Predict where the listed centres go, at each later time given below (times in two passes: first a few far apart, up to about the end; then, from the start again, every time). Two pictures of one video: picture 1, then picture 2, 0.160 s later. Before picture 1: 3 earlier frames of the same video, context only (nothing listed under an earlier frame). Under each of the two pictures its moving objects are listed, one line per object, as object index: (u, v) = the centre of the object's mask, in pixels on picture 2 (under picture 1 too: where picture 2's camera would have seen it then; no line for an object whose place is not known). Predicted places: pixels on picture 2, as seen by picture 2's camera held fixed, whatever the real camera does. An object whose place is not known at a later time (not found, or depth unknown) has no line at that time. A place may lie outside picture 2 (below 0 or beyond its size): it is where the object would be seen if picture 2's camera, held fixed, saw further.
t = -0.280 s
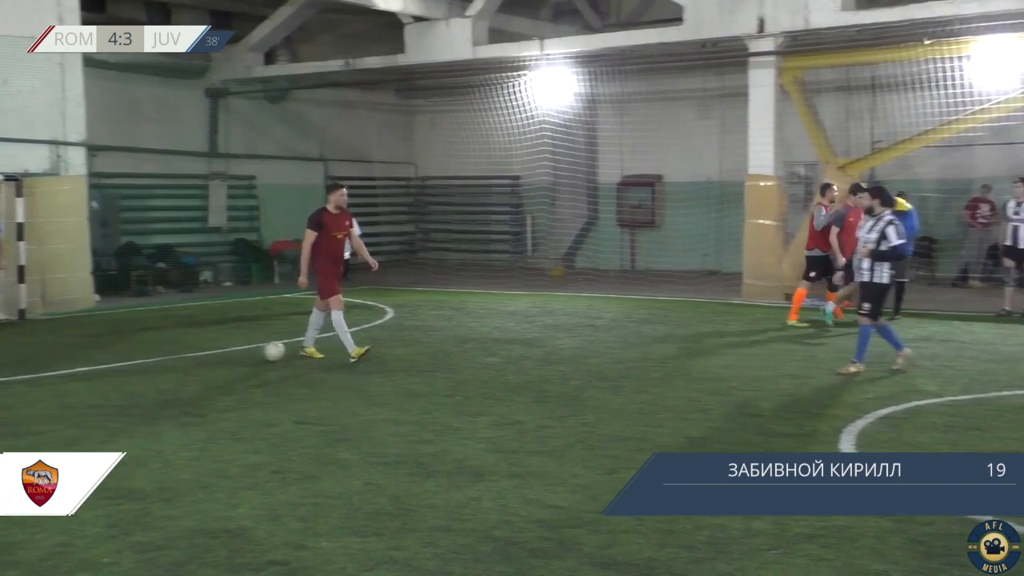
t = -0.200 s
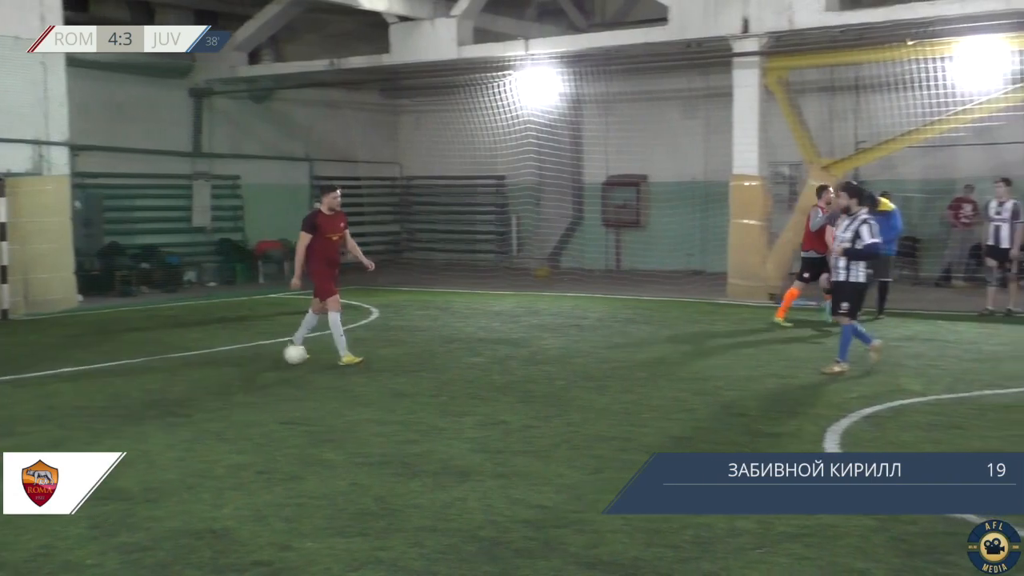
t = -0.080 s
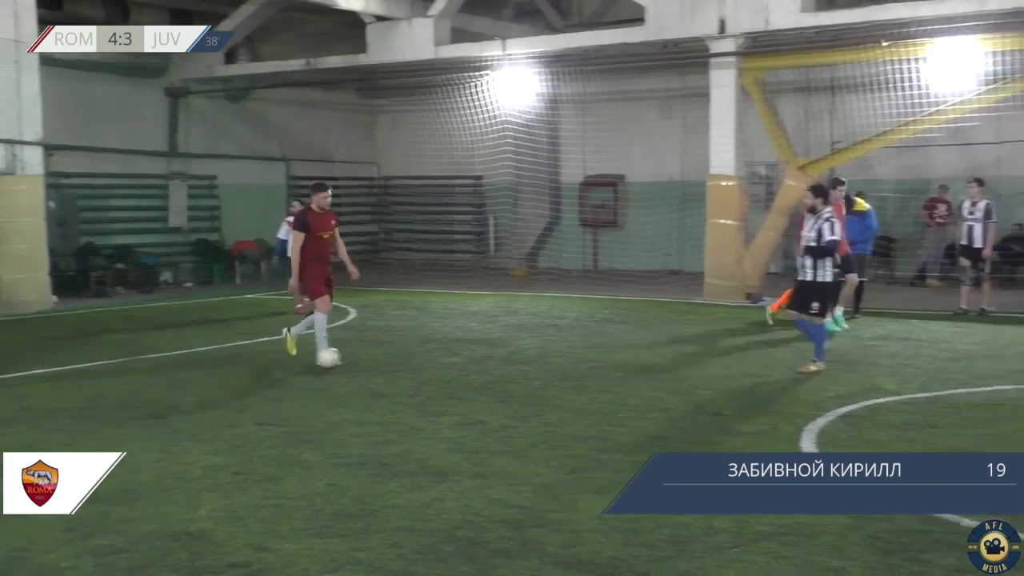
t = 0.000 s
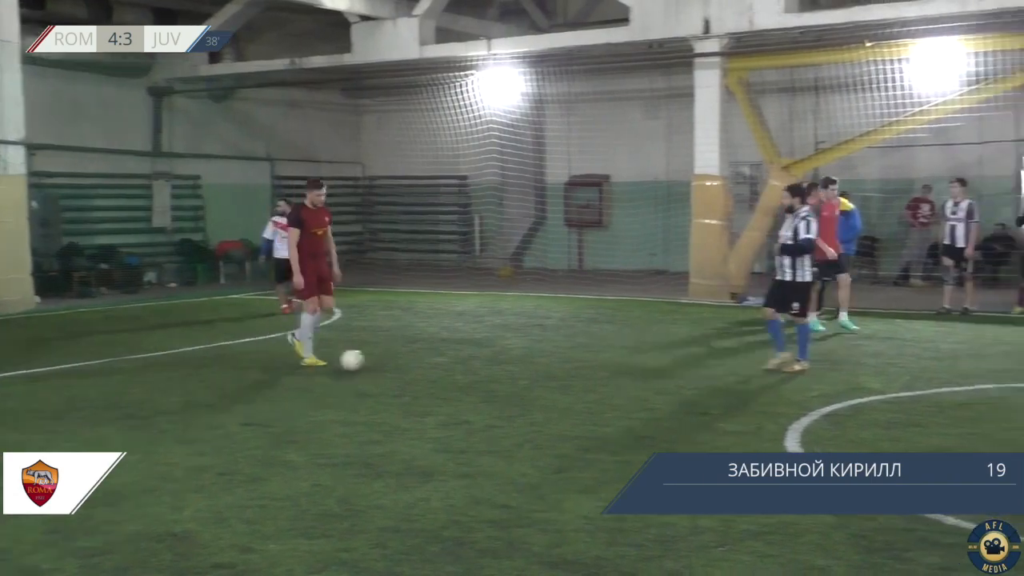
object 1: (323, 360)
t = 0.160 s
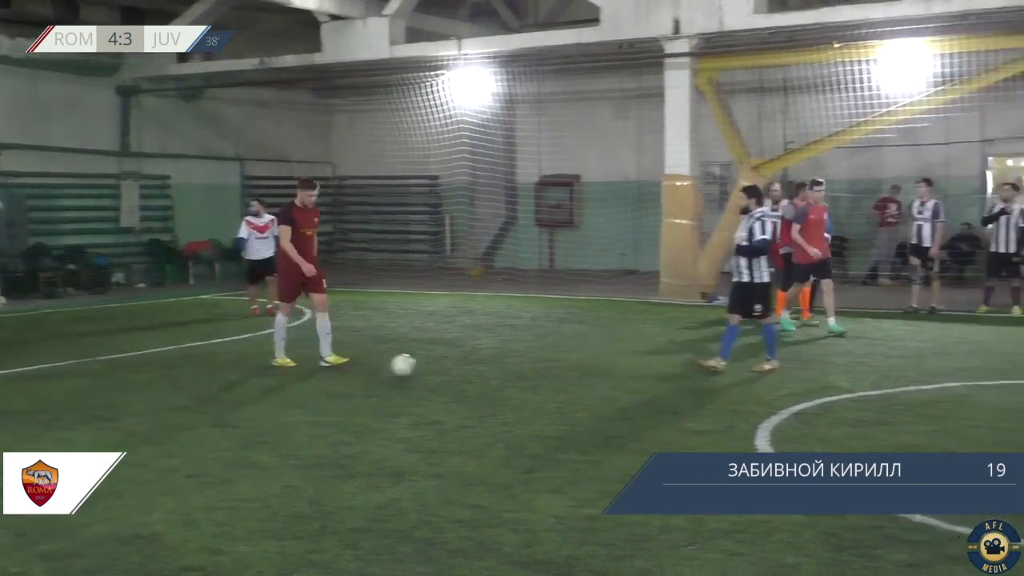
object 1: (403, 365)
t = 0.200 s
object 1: (422, 367)
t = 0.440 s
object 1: (551, 373)
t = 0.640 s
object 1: (665, 385)
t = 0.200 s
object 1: (422, 367)
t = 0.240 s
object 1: (443, 368)
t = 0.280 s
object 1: (464, 368)
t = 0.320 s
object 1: (485, 370)
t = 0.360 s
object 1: (507, 373)
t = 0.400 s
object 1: (528, 373)
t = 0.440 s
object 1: (551, 373)
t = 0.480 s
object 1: (573, 377)
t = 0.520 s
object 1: (595, 379)
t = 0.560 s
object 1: (617, 379)
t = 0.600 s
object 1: (641, 381)
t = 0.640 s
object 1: (665, 385)
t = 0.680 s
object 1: (688, 385)
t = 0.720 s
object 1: (712, 387)
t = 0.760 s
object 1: (738, 389)
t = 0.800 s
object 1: (761, 388)
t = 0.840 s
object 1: (786, 389)
